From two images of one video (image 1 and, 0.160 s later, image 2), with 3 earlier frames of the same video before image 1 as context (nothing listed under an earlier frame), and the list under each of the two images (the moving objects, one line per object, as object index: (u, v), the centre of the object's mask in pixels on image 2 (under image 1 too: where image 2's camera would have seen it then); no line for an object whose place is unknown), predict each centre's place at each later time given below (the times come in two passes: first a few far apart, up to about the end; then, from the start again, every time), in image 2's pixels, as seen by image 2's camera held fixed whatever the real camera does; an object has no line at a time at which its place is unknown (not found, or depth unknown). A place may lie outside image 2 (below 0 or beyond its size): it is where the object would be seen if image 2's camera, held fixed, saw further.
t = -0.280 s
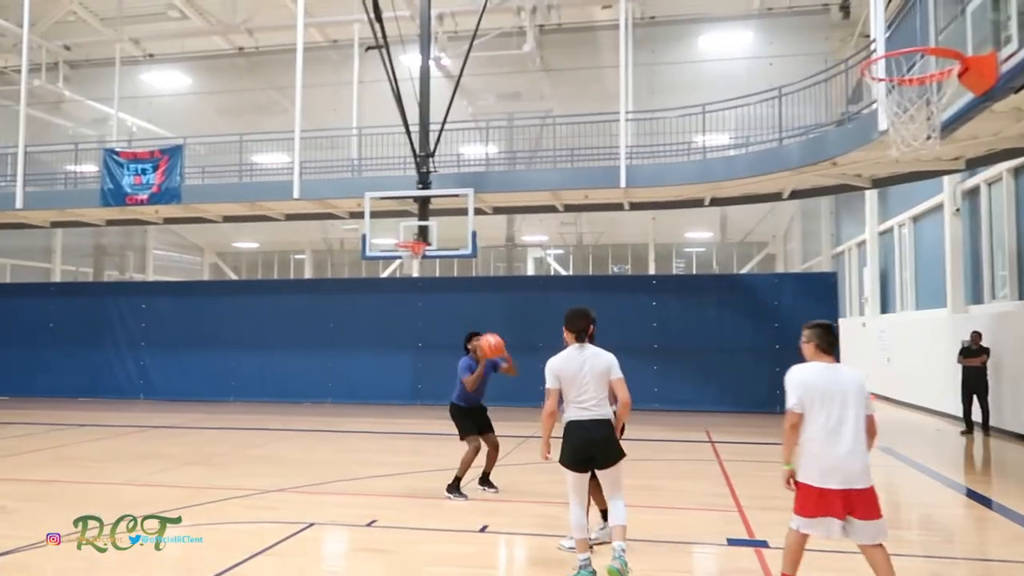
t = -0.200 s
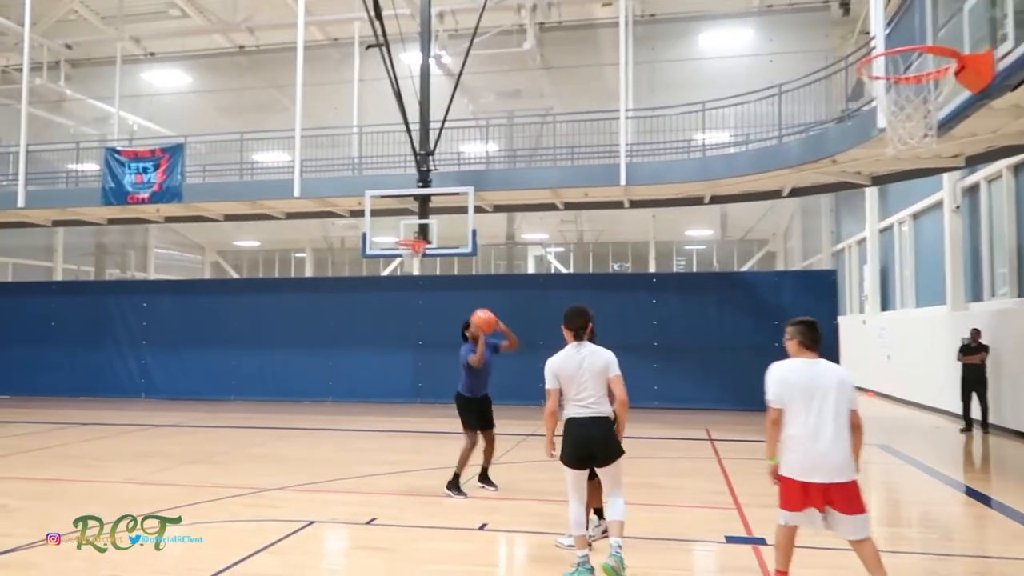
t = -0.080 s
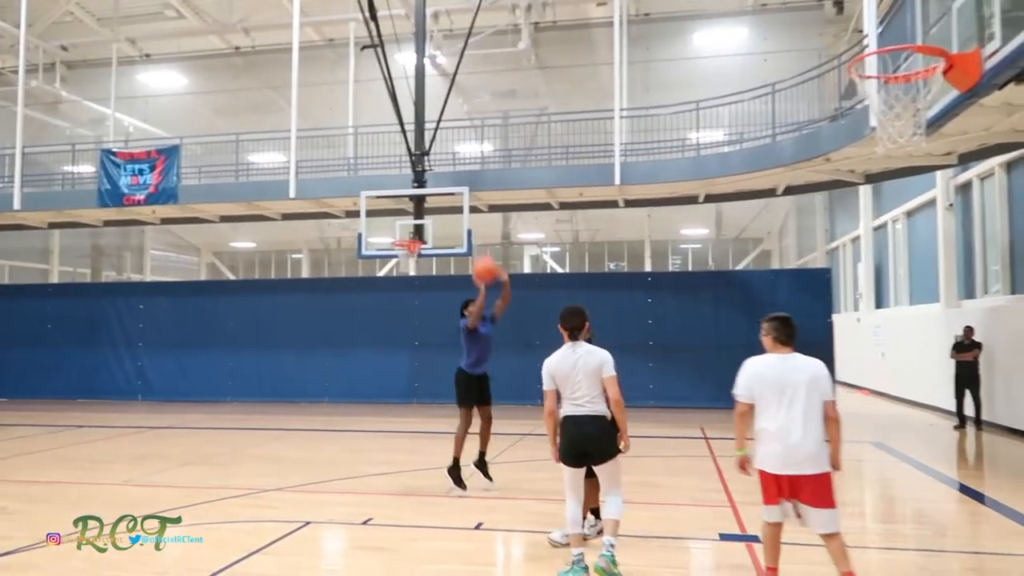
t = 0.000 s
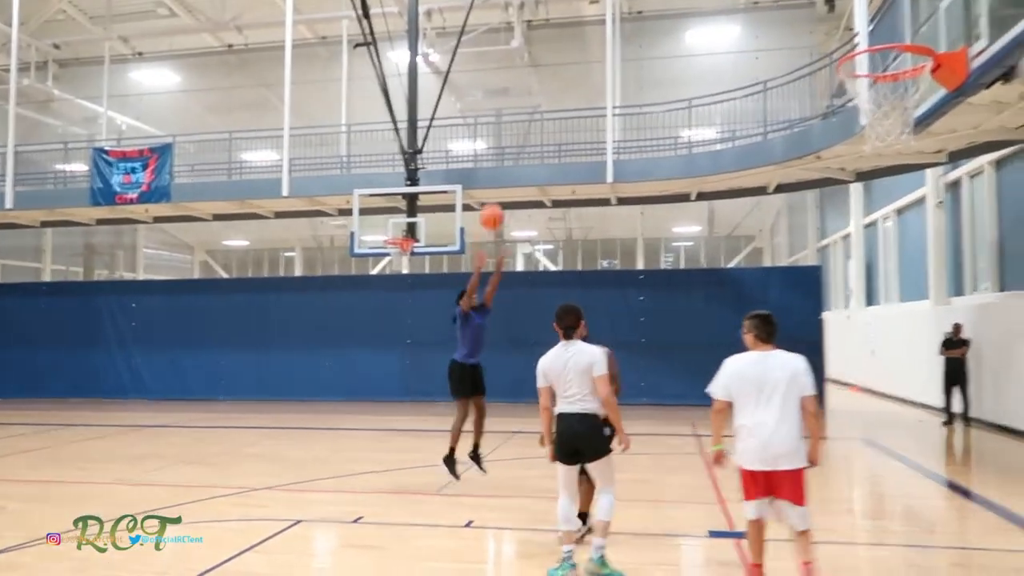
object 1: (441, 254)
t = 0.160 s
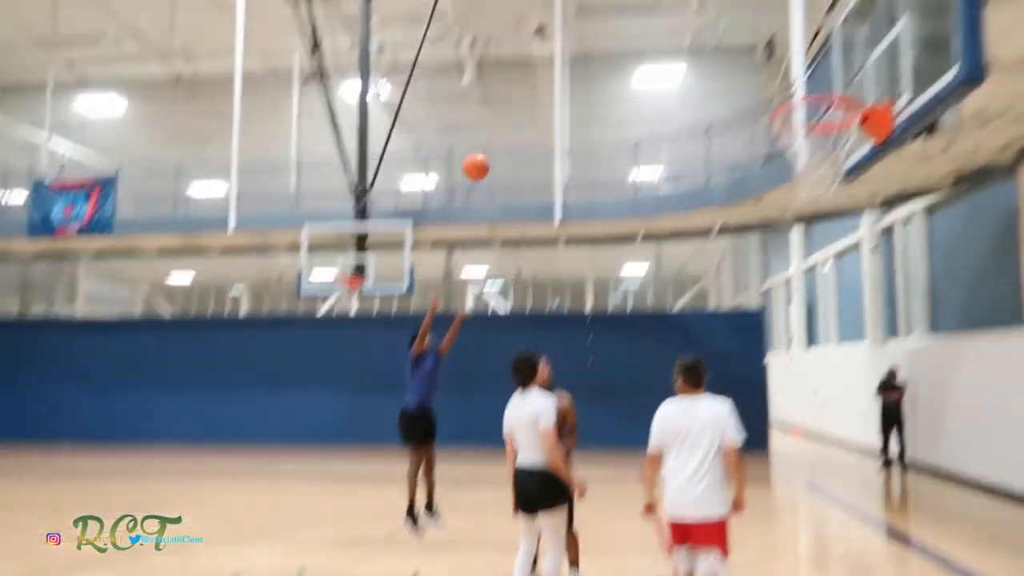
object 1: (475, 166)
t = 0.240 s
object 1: (494, 129)
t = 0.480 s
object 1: (557, 46)
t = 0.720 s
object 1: (638, 19)
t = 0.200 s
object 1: (485, 147)
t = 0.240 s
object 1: (494, 129)
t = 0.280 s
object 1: (504, 112)
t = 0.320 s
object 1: (513, 96)
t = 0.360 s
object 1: (523, 81)
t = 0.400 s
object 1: (533, 69)
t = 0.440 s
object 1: (545, 57)
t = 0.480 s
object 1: (557, 46)
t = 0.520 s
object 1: (569, 37)
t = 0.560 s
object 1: (582, 30)
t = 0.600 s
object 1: (595, 24)
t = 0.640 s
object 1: (608, 21)
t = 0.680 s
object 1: (623, 18)
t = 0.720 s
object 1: (638, 19)
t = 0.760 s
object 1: (654, 21)
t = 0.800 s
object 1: (671, 27)
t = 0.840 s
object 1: (687, 36)
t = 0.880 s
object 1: (706, 47)
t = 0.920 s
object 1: (725, 60)
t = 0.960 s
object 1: (746, 78)
